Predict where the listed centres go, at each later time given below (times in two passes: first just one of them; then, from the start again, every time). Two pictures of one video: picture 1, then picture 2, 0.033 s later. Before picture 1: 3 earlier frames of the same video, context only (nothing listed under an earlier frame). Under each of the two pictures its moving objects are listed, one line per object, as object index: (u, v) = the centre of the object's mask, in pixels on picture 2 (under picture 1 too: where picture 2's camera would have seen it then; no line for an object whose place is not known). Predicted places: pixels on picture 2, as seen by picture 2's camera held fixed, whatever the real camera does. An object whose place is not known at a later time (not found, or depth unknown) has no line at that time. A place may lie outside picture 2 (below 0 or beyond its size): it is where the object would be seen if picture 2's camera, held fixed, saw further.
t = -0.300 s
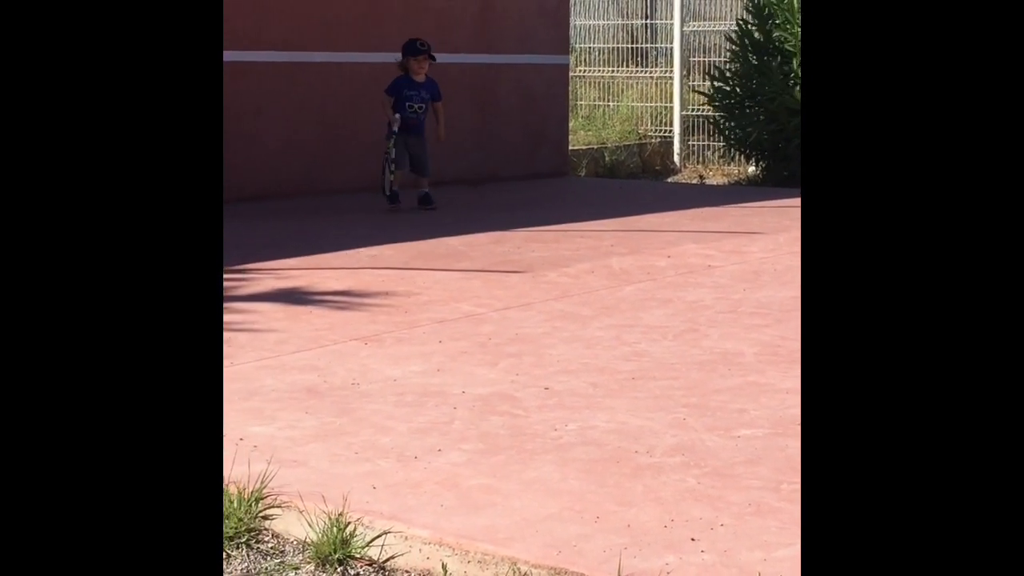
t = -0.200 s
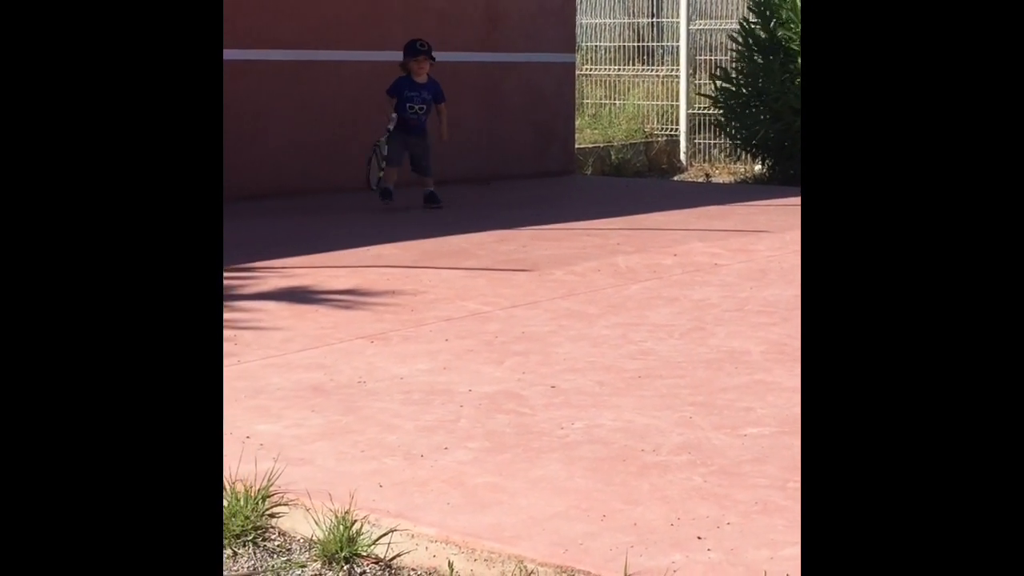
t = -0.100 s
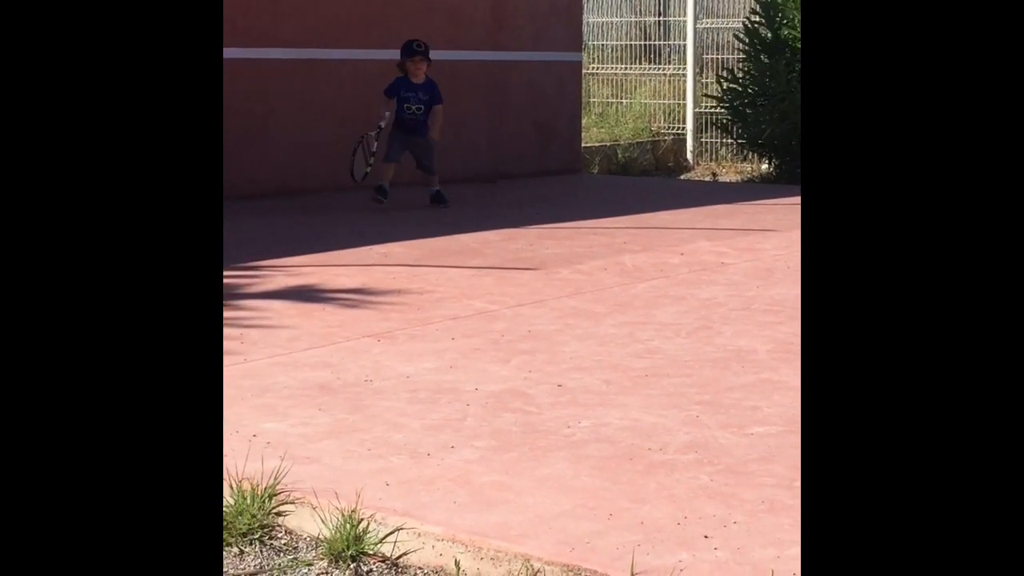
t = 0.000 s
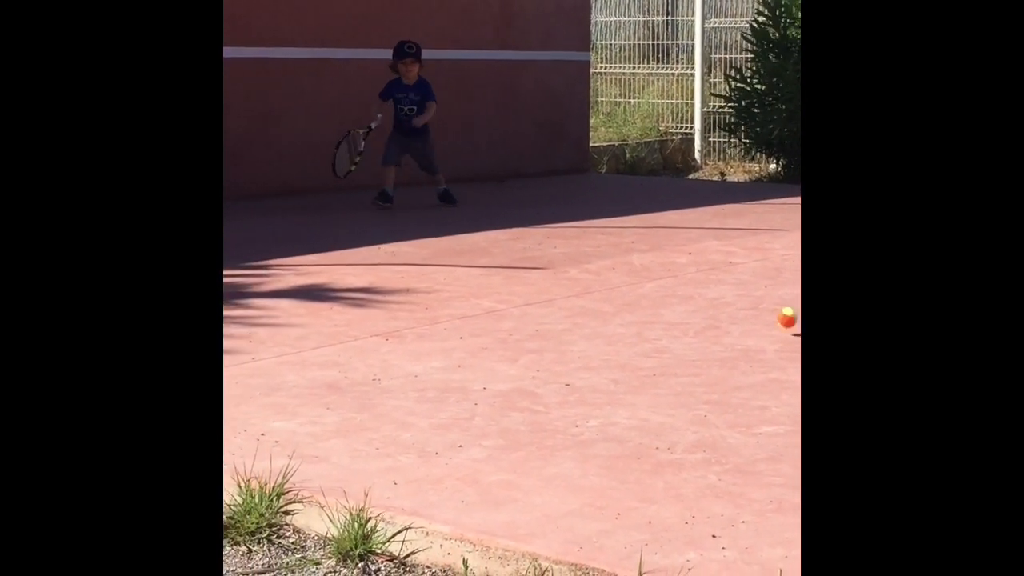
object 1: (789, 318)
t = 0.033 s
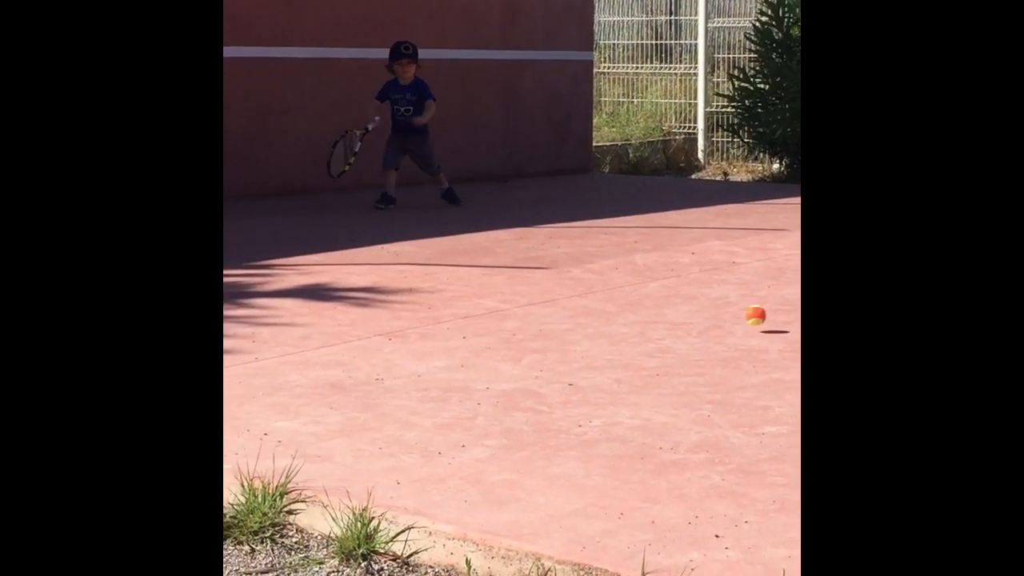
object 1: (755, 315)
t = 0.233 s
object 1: (572, 304)
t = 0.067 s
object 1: (722, 316)
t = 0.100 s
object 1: (690, 316)
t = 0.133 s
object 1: (659, 308)
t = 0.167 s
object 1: (629, 303)
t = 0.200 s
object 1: (600, 304)
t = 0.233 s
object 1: (572, 304)
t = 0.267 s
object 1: (546, 298)
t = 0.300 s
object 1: (518, 293)
